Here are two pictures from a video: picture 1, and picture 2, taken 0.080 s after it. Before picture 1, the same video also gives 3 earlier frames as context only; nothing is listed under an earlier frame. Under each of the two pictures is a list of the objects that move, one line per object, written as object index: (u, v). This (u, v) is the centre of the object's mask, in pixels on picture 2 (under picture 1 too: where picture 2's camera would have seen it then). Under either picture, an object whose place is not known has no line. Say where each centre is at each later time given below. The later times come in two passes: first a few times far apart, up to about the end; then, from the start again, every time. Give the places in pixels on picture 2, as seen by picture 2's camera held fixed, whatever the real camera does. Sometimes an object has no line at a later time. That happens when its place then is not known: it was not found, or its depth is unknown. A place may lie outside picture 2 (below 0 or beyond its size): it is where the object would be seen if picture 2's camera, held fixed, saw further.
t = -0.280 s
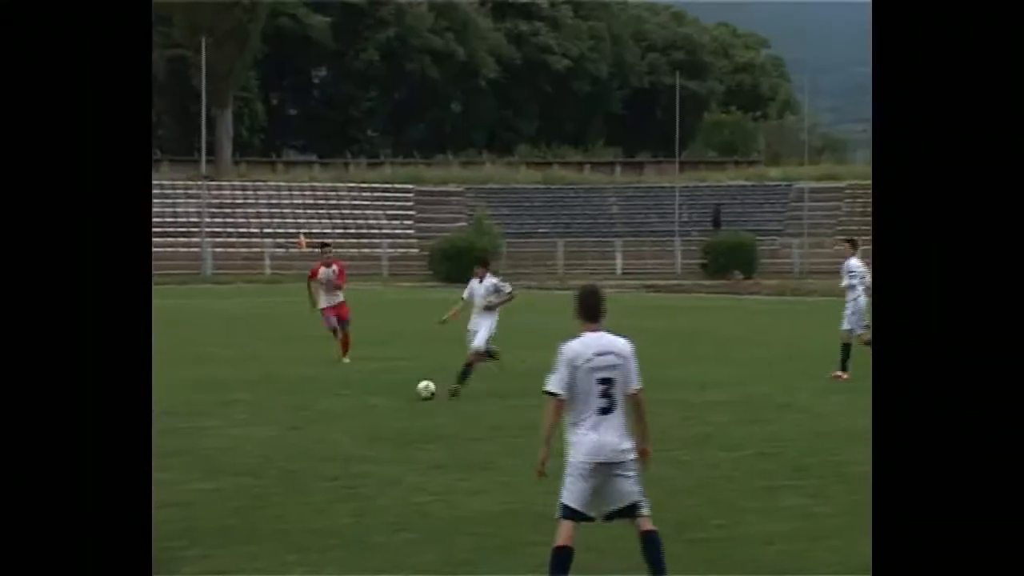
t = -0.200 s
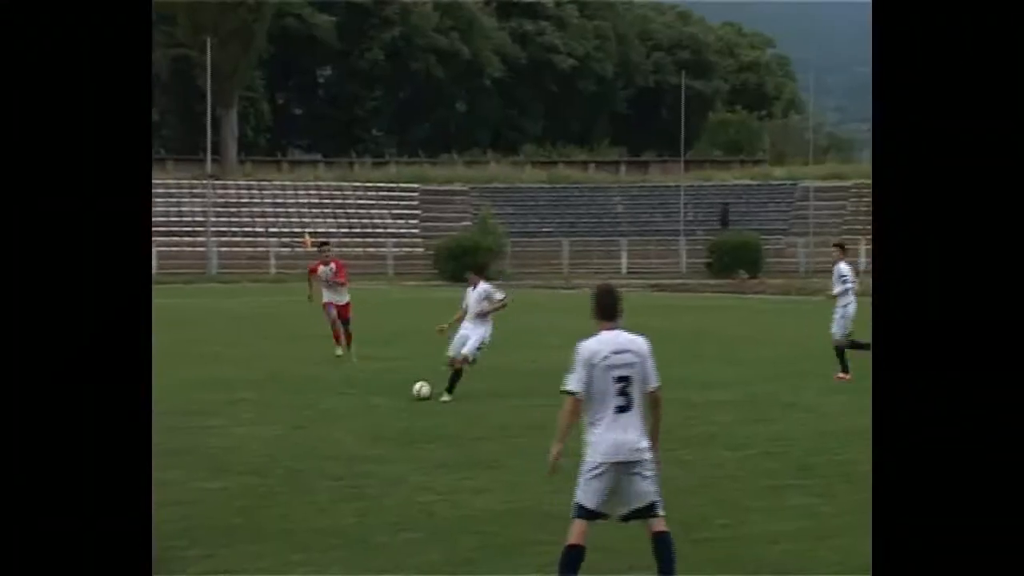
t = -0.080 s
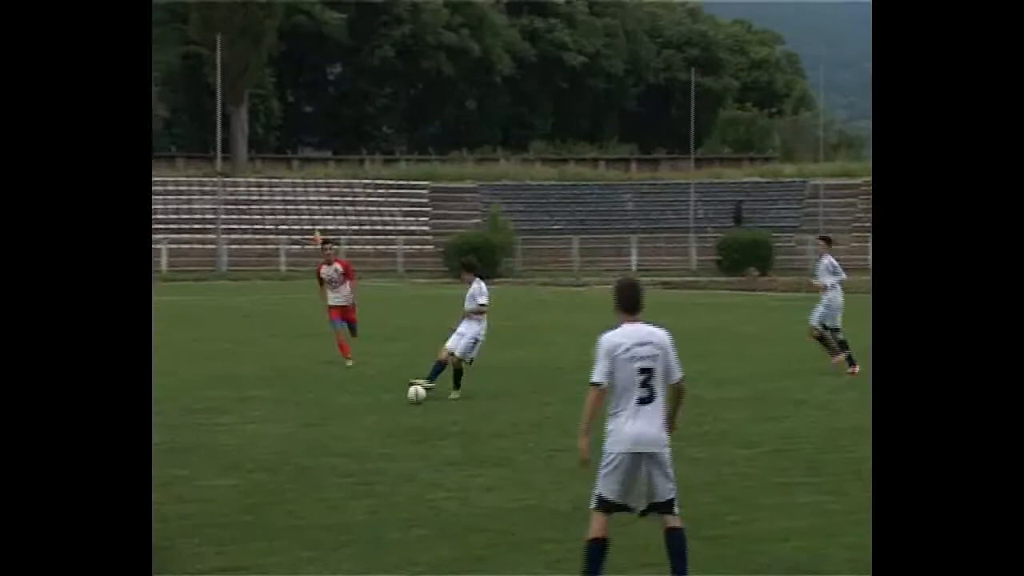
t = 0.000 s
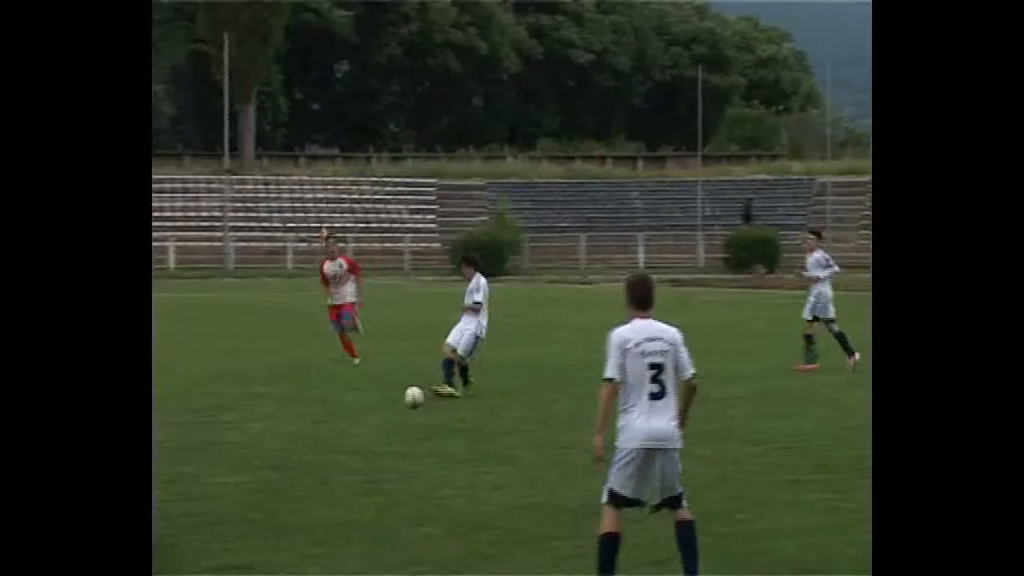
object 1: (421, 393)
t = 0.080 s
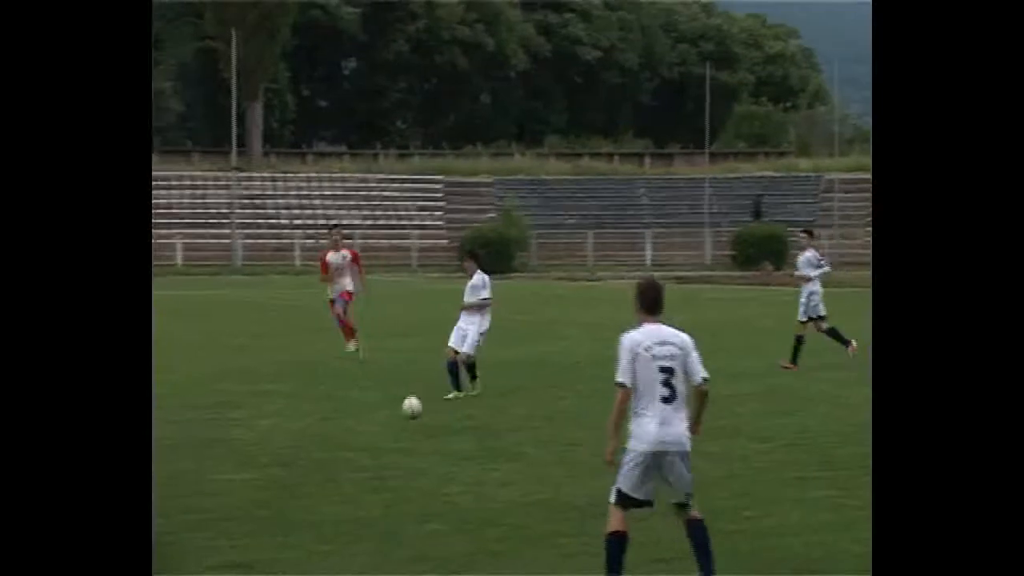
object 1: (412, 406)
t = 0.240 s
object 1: (398, 414)
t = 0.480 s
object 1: (382, 436)
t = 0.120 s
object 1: (408, 411)
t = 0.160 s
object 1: (404, 410)
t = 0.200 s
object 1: (402, 411)
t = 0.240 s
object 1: (398, 414)
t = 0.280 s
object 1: (395, 421)
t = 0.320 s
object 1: (392, 428)
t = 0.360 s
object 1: (389, 438)
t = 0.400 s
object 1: (386, 437)
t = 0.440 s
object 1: (384, 436)
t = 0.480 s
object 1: (382, 436)
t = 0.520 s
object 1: (378, 440)
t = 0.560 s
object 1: (376, 448)
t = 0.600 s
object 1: (373, 457)
